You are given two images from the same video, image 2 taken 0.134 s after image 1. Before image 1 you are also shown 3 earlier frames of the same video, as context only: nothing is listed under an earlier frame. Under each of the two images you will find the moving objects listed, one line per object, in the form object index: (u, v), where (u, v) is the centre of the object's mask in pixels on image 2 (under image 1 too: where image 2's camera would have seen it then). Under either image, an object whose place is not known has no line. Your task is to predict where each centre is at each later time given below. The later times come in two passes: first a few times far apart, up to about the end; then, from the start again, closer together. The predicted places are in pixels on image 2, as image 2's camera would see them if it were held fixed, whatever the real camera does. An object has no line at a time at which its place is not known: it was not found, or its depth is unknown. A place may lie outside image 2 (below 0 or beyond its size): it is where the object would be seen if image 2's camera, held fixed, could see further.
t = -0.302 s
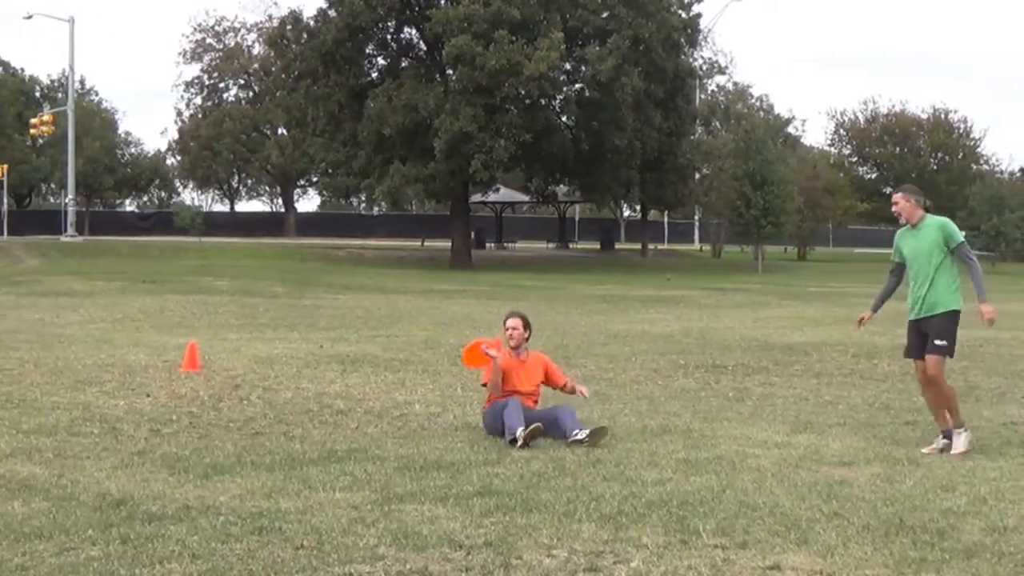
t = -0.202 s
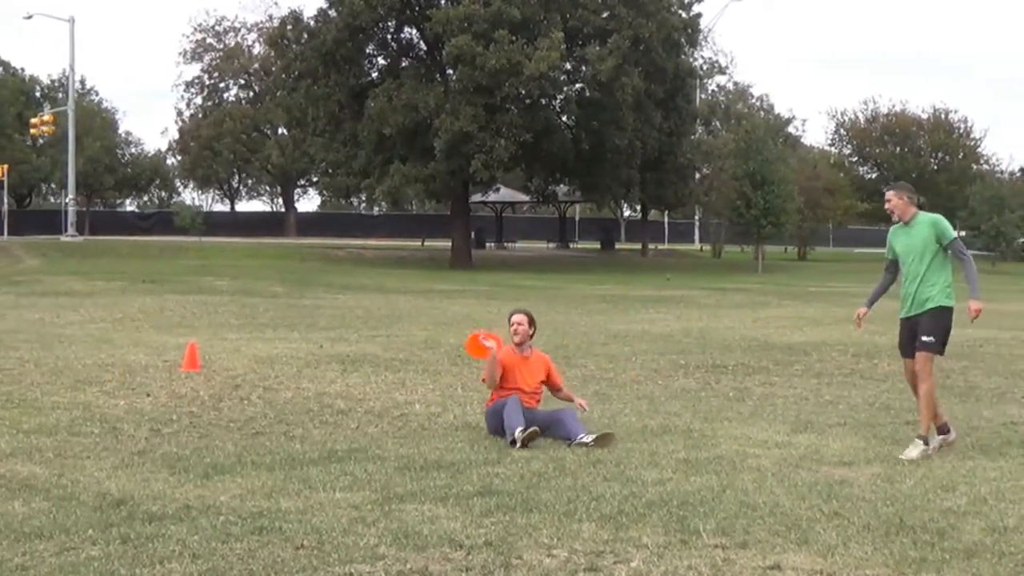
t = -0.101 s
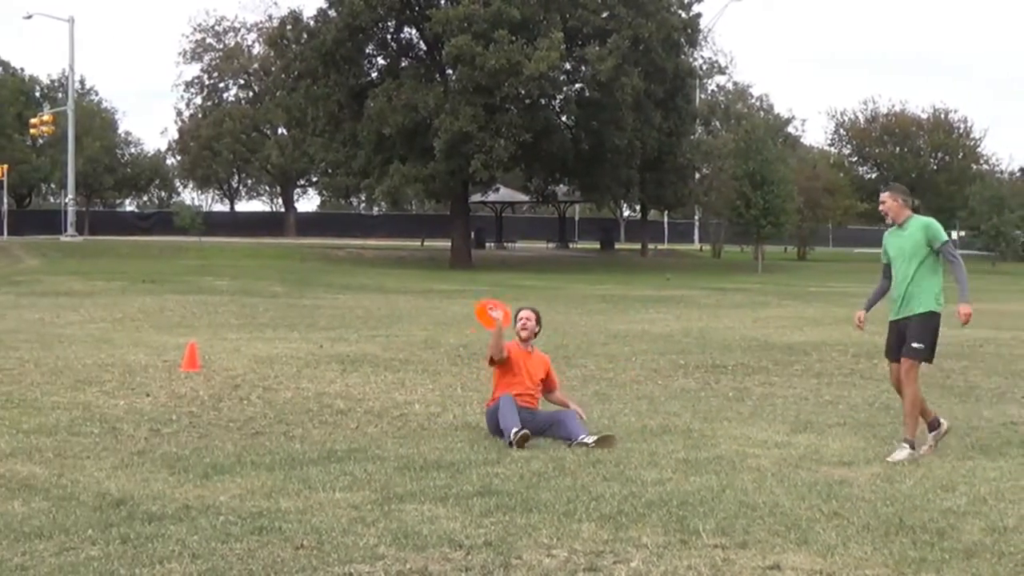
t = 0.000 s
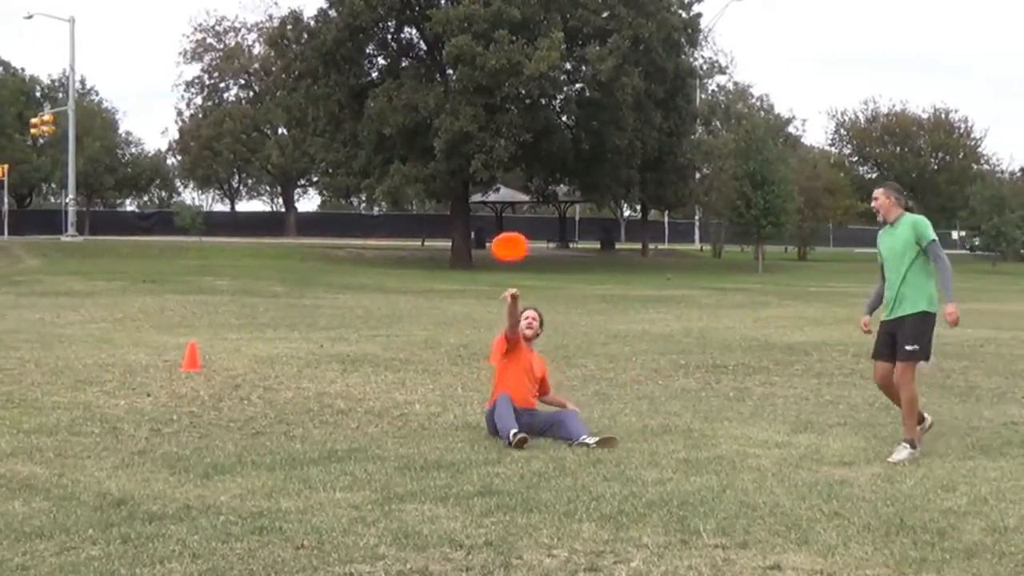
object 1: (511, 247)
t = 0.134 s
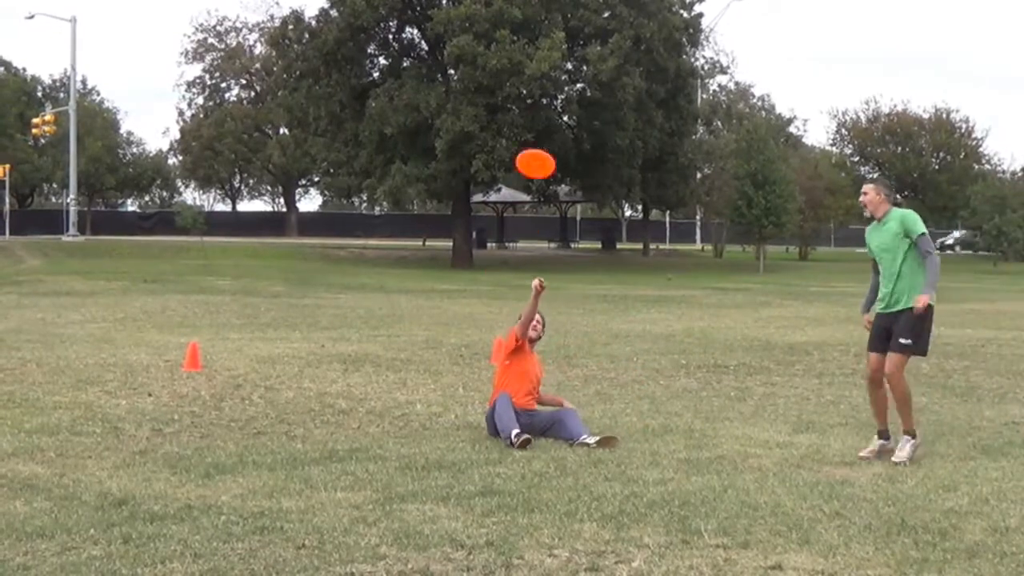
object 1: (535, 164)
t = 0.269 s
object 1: (562, 95)
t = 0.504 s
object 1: (617, 16)
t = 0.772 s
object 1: (693, 8)
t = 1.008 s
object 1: (775, 65)
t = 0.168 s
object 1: (542, 145)
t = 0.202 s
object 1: (549, 128)
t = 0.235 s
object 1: (555, 111)
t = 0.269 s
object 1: (562, 95)
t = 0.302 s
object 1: (569, 81)
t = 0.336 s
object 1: (577, 67)
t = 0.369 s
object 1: (585, 55)
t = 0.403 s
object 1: (592, 43)
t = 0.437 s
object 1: (600, 33)
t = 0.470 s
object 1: (609, 23)
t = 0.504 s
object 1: (617, 16)
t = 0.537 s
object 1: (626, 13)
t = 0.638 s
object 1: (654, 6)
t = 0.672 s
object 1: (663, 6)
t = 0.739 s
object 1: (683, 7)
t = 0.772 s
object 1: (693, 8)
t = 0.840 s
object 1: (714, 13)
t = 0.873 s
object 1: (726, 18)
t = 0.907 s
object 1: (738, 26)
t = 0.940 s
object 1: (750, 37)
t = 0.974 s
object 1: (762, 50)
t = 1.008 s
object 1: (775, 65)
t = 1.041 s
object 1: (788, 81)
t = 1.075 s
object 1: (800, 99)
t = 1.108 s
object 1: (814, 119)
